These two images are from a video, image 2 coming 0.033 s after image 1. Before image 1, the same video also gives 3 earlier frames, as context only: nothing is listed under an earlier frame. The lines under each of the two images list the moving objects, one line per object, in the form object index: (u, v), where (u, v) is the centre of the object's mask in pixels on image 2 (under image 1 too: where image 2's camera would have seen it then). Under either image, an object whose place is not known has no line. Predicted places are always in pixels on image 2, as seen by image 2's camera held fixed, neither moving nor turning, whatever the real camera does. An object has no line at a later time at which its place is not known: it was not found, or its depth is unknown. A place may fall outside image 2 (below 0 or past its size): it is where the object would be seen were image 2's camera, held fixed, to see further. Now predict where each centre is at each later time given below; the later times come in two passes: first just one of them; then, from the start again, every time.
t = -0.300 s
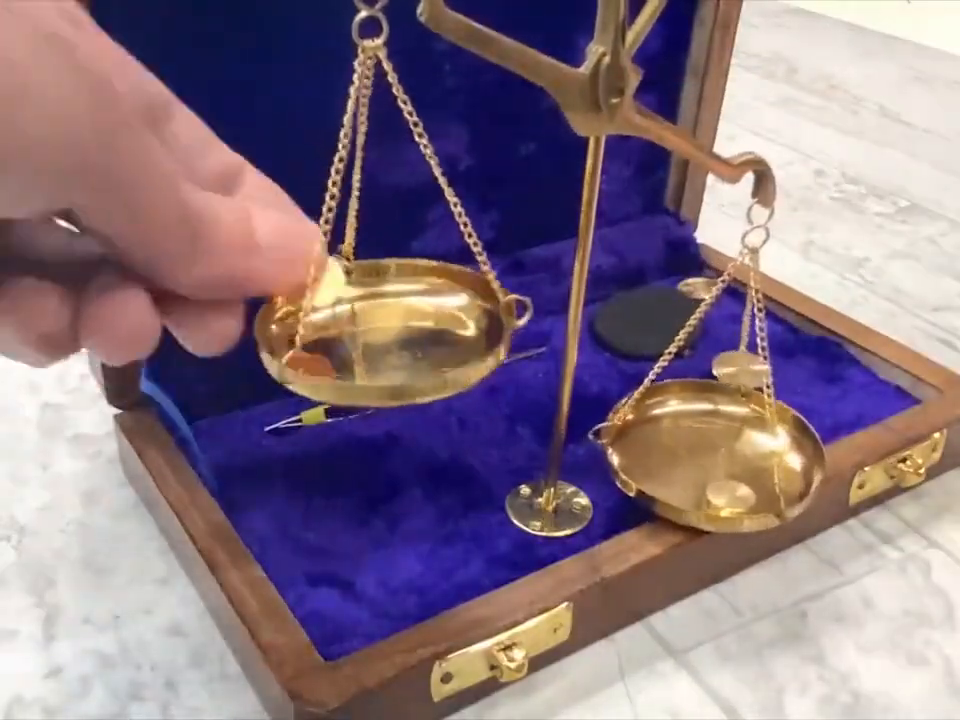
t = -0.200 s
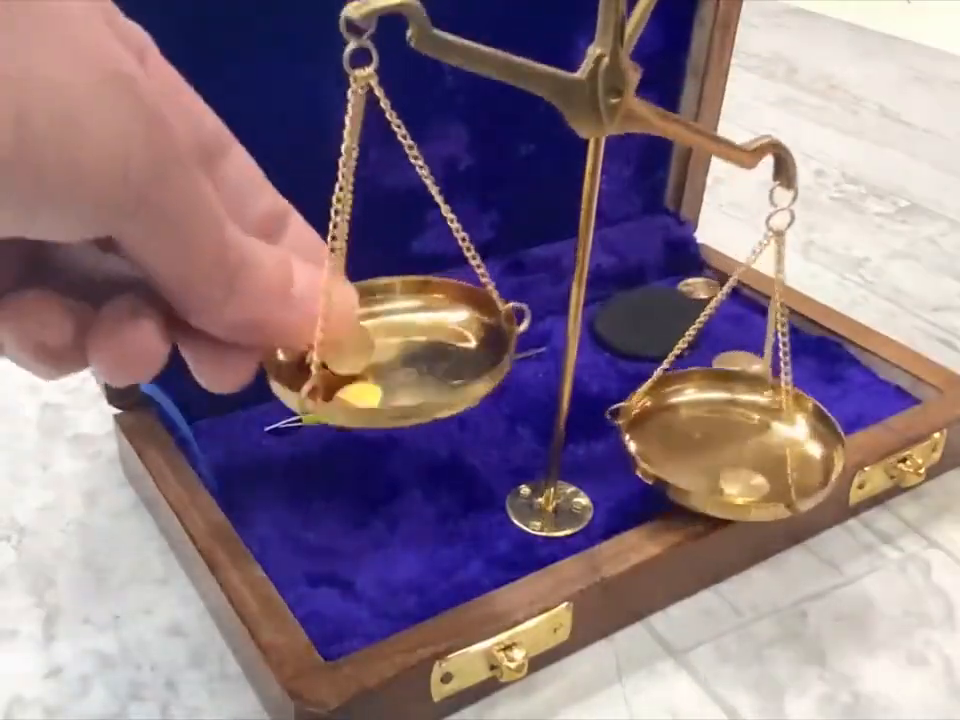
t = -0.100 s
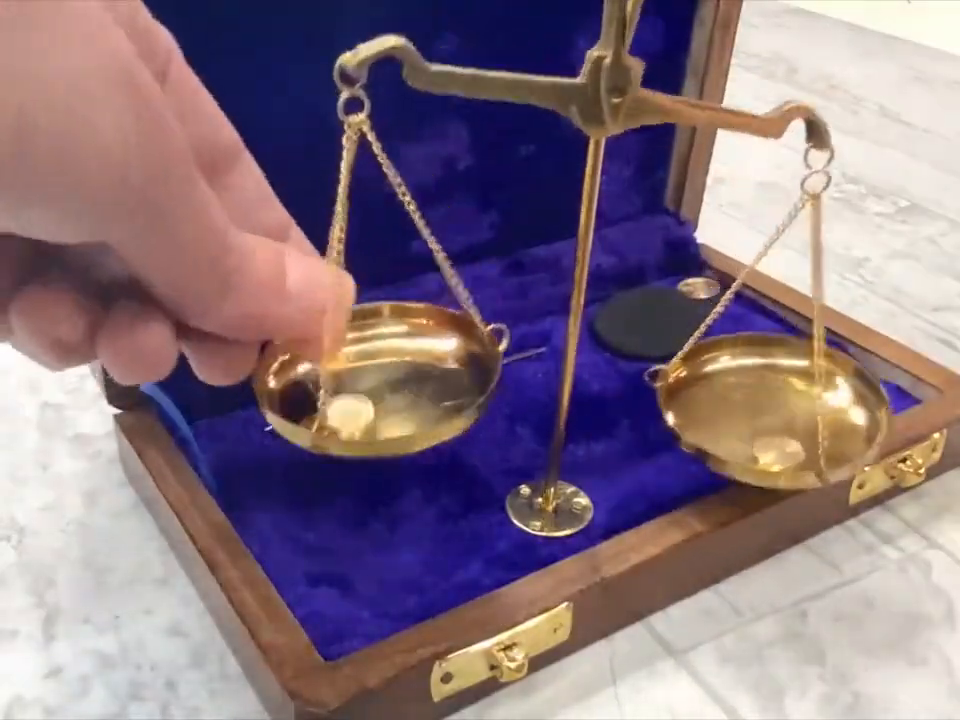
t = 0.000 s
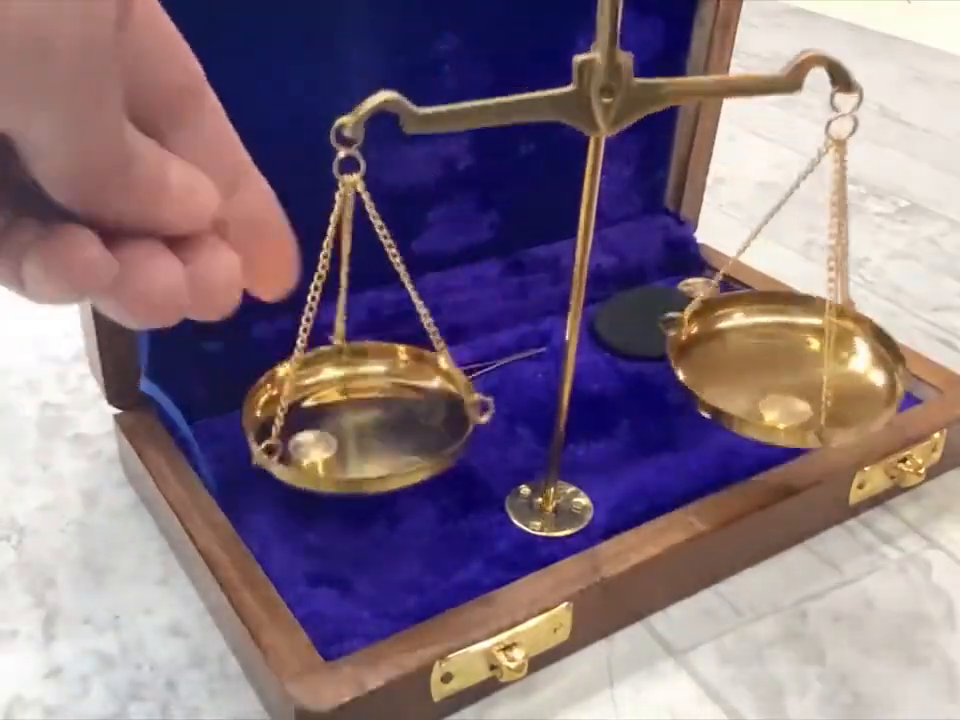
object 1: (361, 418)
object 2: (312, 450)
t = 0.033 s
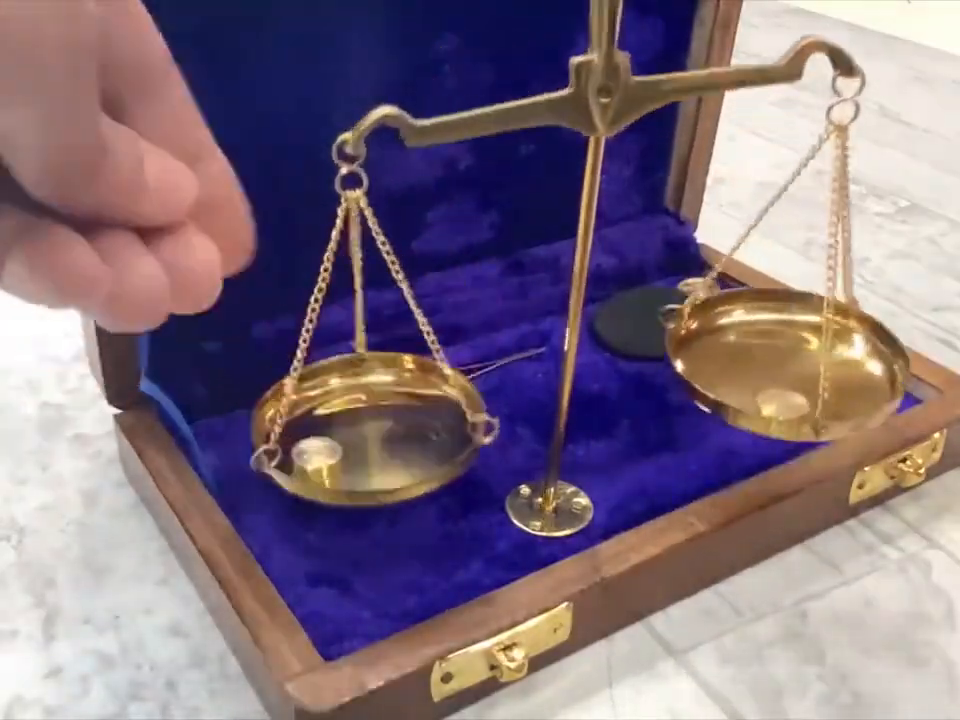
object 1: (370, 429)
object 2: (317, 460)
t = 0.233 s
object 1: (363, 402)
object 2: (313, 413)
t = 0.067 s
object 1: (379, 437)
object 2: (324, 463)
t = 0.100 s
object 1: (391, 439)
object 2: (337, 465)
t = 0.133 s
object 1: (392, 437)
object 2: (340, 460)
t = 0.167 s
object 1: (386, 428)
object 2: (333, 447)
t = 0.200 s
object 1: (372, 415)
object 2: (322, 430)
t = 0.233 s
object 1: (363, 402)
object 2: (313, 413)
